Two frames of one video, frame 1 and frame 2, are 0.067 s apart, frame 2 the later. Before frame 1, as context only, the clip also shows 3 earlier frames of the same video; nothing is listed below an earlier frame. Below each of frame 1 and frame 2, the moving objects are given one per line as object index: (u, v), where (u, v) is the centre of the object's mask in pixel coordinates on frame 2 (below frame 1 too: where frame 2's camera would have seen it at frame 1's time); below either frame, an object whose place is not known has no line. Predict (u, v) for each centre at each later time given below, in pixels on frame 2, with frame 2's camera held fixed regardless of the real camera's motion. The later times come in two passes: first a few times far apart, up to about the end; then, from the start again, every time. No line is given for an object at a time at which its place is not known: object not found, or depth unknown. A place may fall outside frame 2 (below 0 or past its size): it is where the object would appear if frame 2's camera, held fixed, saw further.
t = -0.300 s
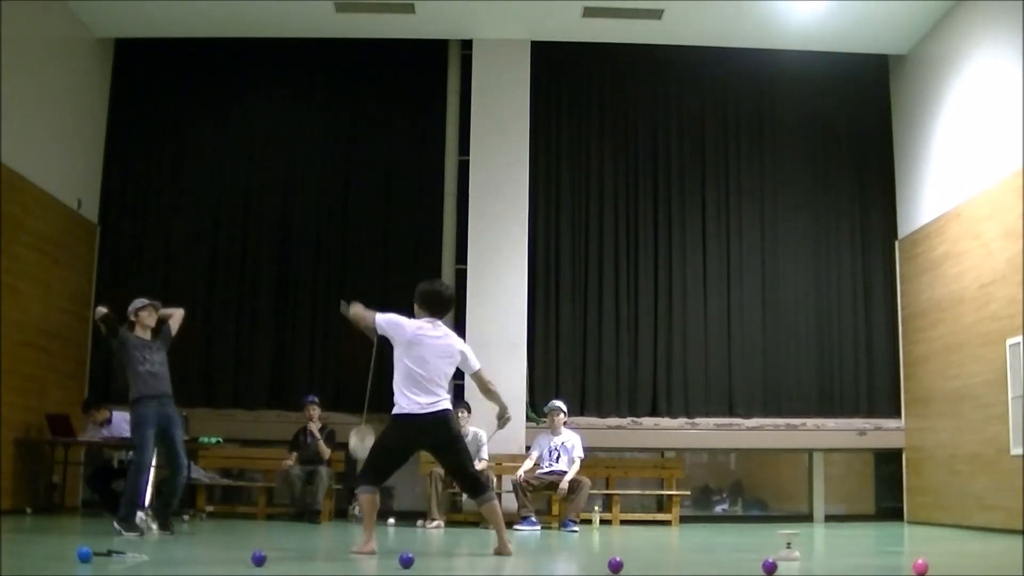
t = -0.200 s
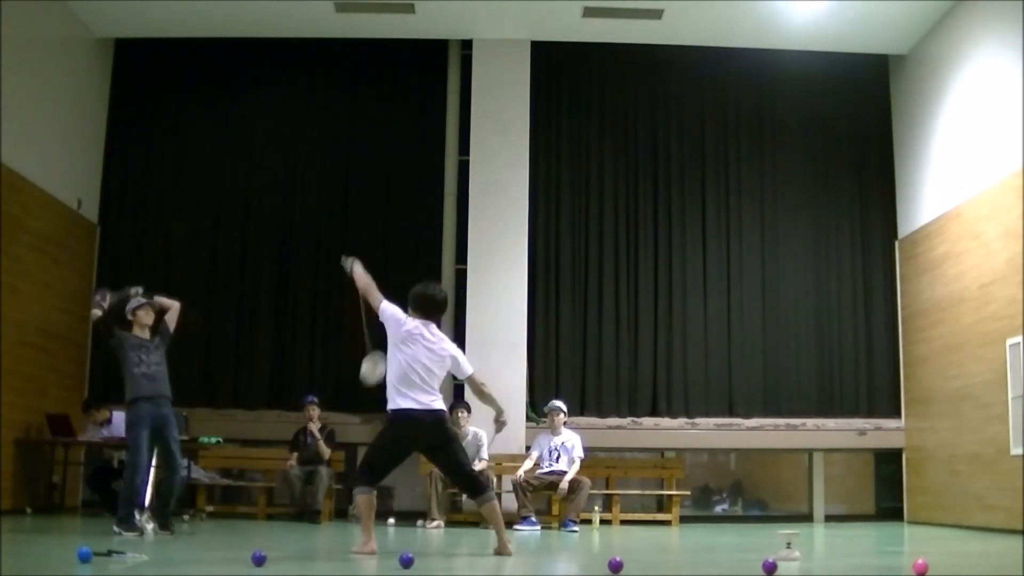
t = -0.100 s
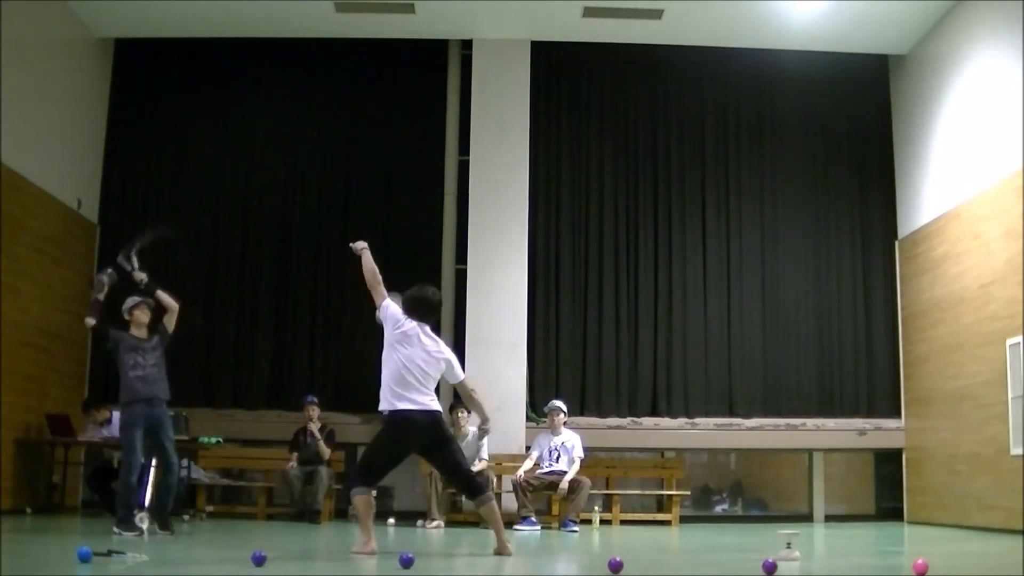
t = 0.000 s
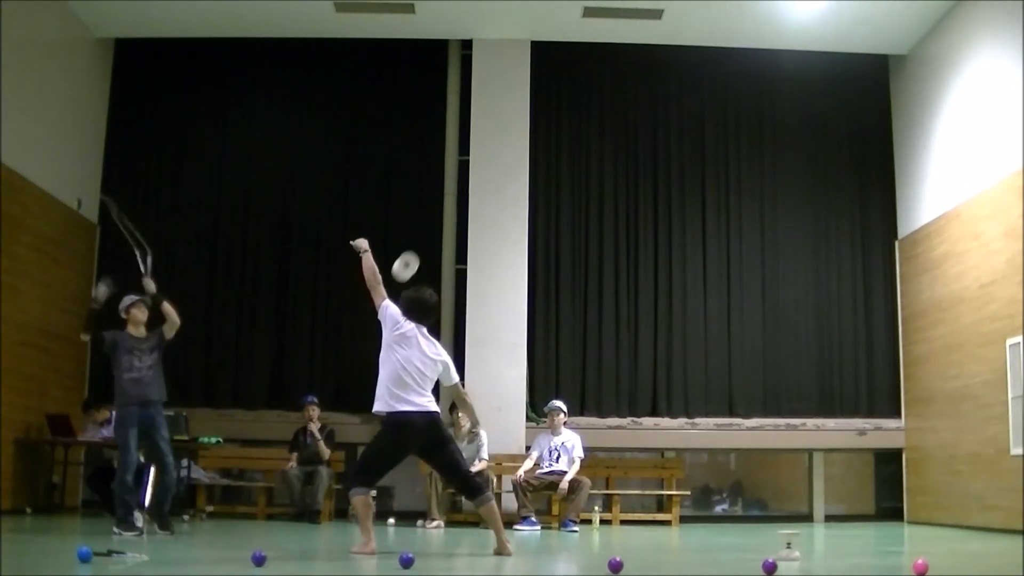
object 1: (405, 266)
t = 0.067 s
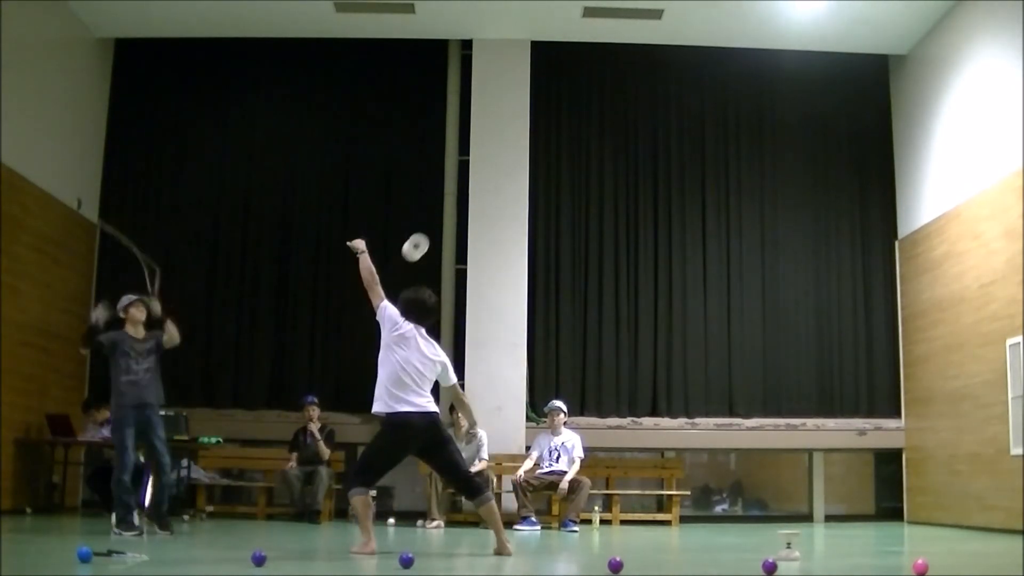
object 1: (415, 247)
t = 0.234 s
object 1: (439, 229)
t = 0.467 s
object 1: (465, 272)
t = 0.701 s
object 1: (496, 395)
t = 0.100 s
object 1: (420, 240)
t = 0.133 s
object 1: (425, 234)
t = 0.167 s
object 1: (430, 231)
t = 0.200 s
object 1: (434, 229)
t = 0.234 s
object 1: (439, 229)
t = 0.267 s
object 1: (443, 230)
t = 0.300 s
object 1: (448, 233)
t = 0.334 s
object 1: (452, 237)
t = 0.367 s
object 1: (456, 243)
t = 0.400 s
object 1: (458, 251)
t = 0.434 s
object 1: (461, 261)
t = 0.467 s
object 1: (465, 272)
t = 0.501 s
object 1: (470, 284)
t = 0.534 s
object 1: (475, 299)
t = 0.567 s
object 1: (479, 312)
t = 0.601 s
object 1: (485, 333)
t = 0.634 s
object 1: (488, 351)
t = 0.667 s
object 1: (493, 372)
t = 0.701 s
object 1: (496, 395)
